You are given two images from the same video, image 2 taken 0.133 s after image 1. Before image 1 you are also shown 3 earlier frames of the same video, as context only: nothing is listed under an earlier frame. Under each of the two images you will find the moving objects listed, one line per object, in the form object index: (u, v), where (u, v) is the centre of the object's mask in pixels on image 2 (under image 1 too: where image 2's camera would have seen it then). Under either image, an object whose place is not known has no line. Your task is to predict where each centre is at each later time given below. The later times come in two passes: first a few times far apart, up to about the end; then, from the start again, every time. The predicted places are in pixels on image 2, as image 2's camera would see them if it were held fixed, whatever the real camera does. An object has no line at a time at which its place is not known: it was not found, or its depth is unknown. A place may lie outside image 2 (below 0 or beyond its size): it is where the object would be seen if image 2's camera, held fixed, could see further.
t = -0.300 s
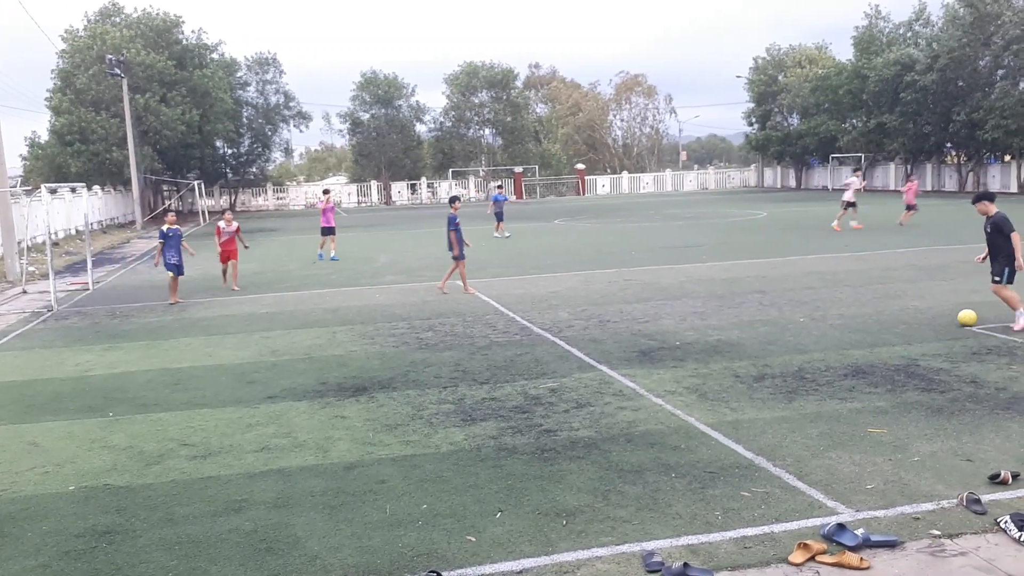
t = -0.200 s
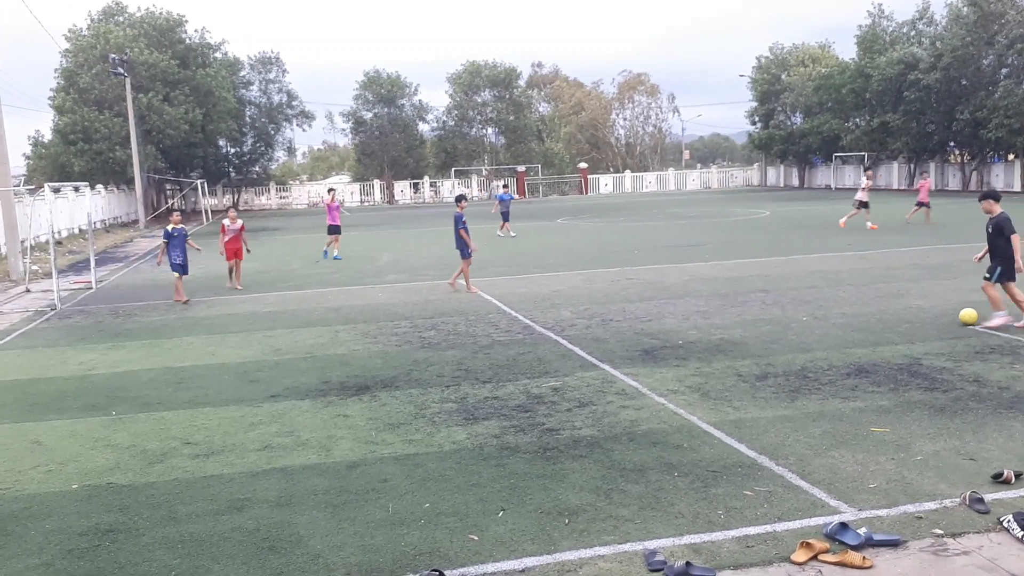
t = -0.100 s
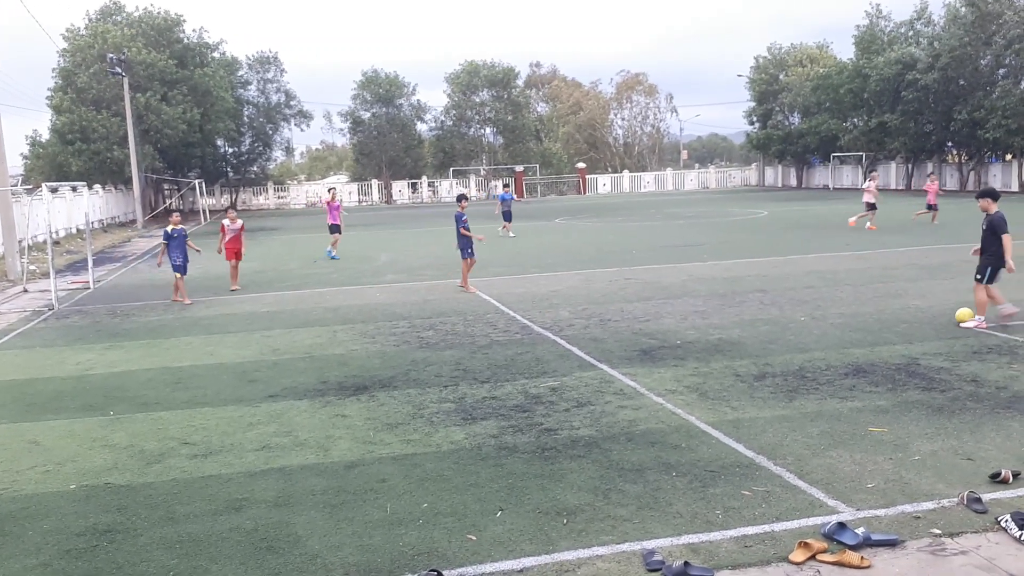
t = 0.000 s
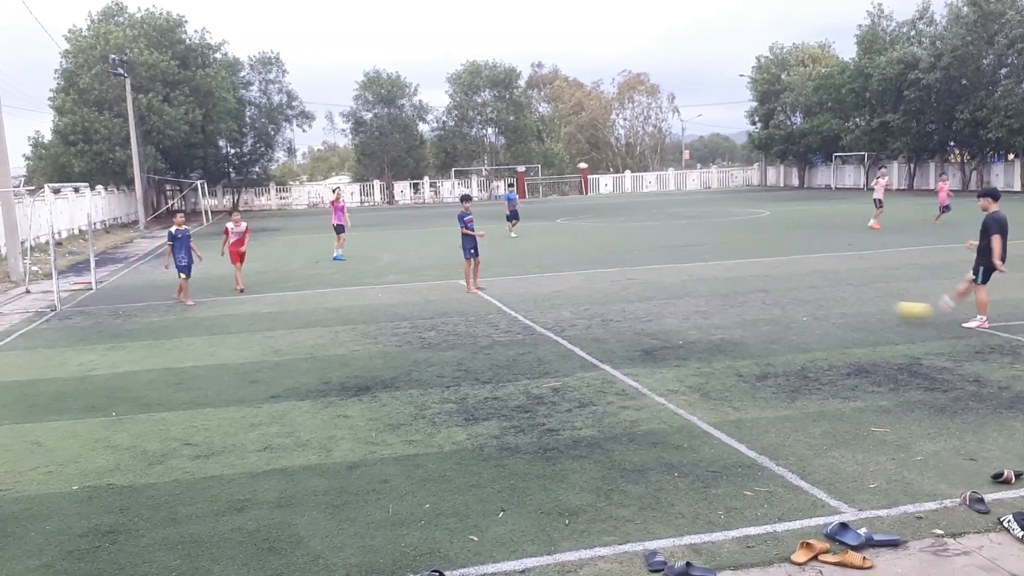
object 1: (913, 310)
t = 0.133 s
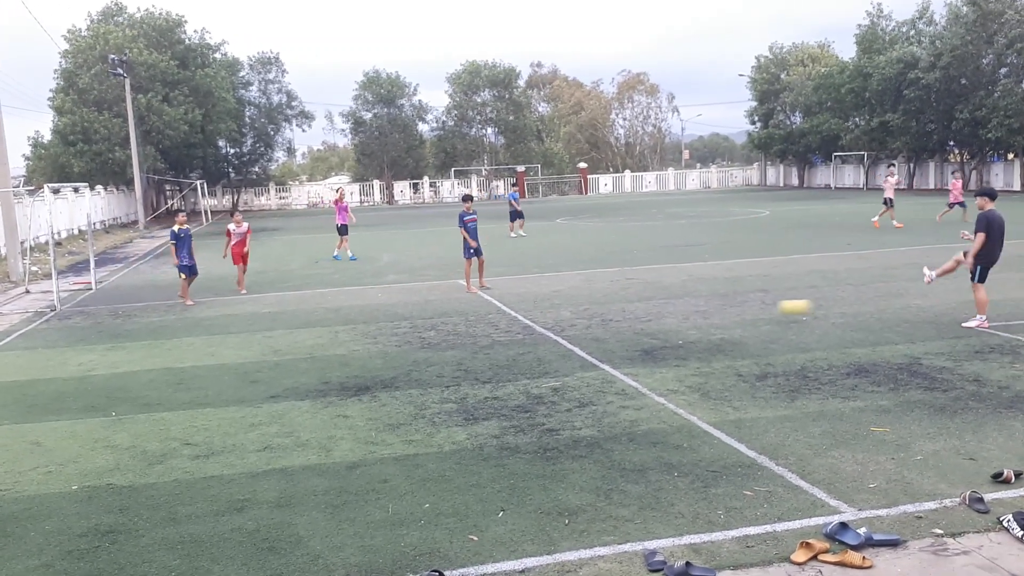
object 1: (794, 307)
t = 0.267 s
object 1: (688, 312)
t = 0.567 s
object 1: (505, 308)
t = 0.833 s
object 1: (386, 311)
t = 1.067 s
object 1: (302, 311)
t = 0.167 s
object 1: (767, 309)
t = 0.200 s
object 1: (740, 312)
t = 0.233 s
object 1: (714, 312)
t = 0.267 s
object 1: (688, 312)
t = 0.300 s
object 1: (664, 312)
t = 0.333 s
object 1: (642, 312)
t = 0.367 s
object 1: (619, 312)
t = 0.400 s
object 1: (599, 312)
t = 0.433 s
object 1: (578, 311)
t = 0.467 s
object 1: (558, 311)
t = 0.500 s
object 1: (540, 311)
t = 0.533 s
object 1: (523, 310)
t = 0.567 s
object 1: (505, 308)
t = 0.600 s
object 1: (487, 309)
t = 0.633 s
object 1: (472, 309)
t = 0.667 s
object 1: (456, 310)
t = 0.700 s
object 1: (441, 311)
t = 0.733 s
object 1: (426, 311)
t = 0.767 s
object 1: (412, 310)
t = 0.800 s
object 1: (400, 310)
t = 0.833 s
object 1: (386, 311)
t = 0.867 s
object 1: (374, 310)
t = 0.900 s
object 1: (361, 309)
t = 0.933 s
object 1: (349, 310)
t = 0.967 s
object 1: (338, 310)
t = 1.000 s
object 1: (326, 310)
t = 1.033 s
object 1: (313, 311)
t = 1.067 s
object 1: (302, 311)
